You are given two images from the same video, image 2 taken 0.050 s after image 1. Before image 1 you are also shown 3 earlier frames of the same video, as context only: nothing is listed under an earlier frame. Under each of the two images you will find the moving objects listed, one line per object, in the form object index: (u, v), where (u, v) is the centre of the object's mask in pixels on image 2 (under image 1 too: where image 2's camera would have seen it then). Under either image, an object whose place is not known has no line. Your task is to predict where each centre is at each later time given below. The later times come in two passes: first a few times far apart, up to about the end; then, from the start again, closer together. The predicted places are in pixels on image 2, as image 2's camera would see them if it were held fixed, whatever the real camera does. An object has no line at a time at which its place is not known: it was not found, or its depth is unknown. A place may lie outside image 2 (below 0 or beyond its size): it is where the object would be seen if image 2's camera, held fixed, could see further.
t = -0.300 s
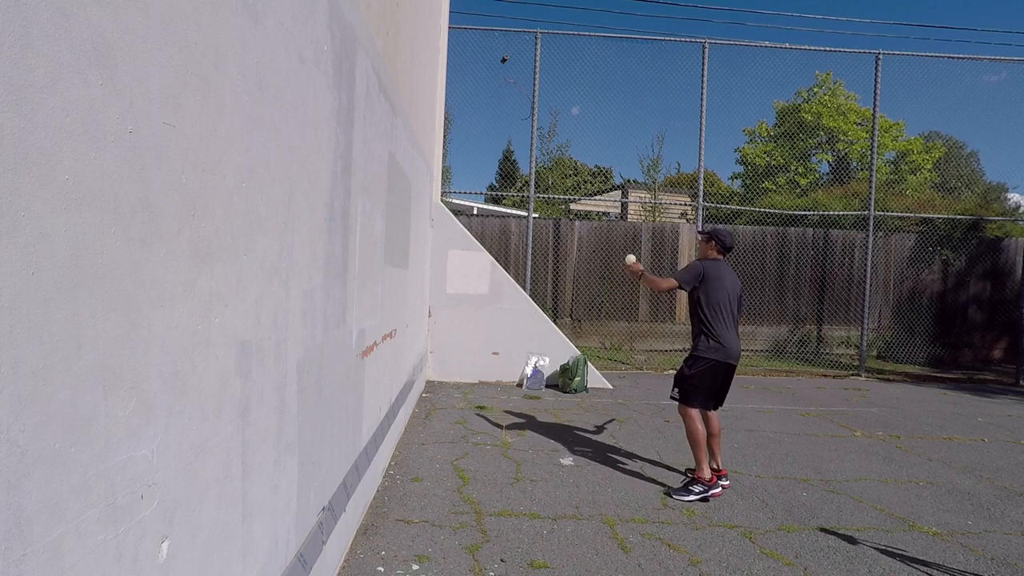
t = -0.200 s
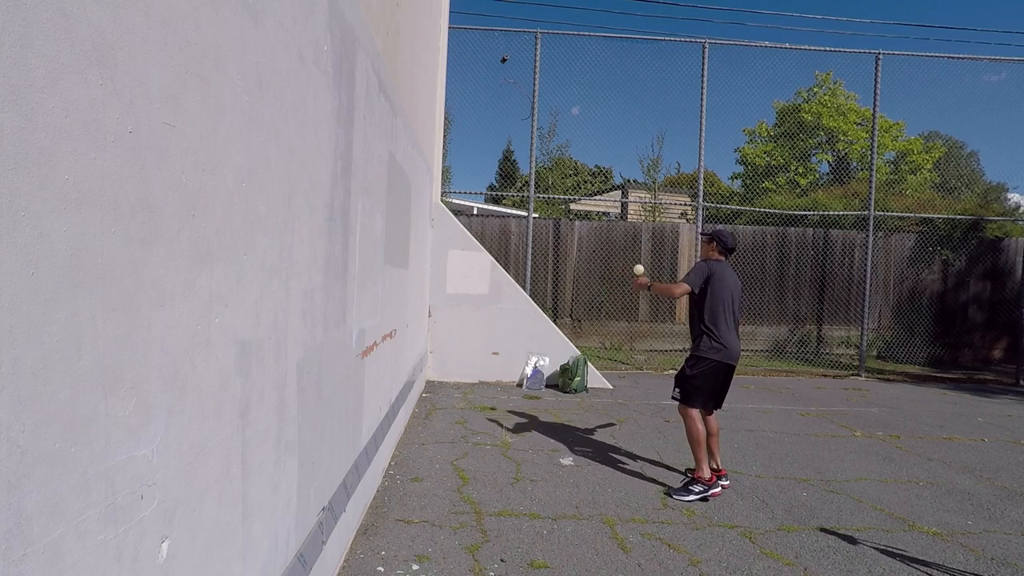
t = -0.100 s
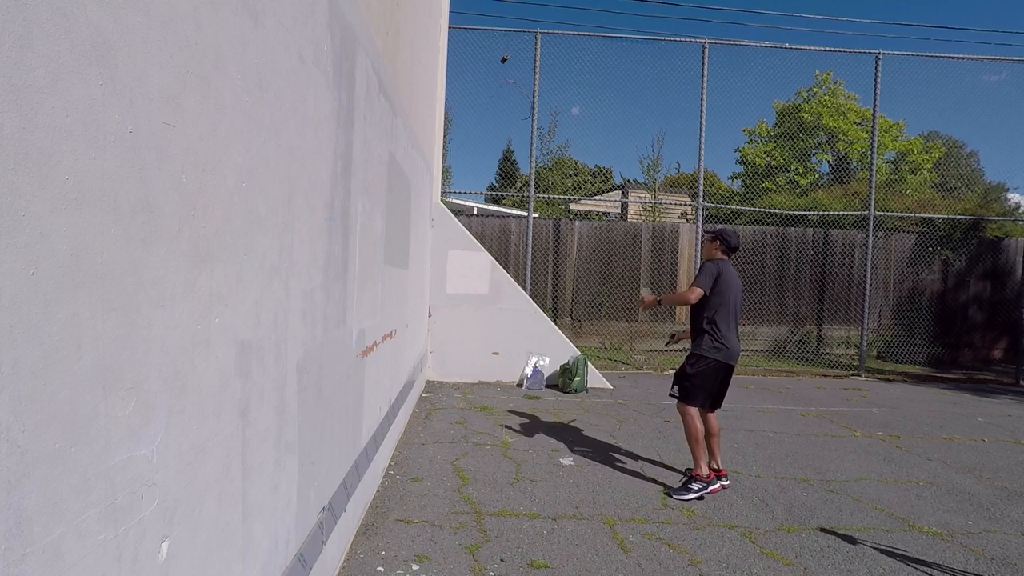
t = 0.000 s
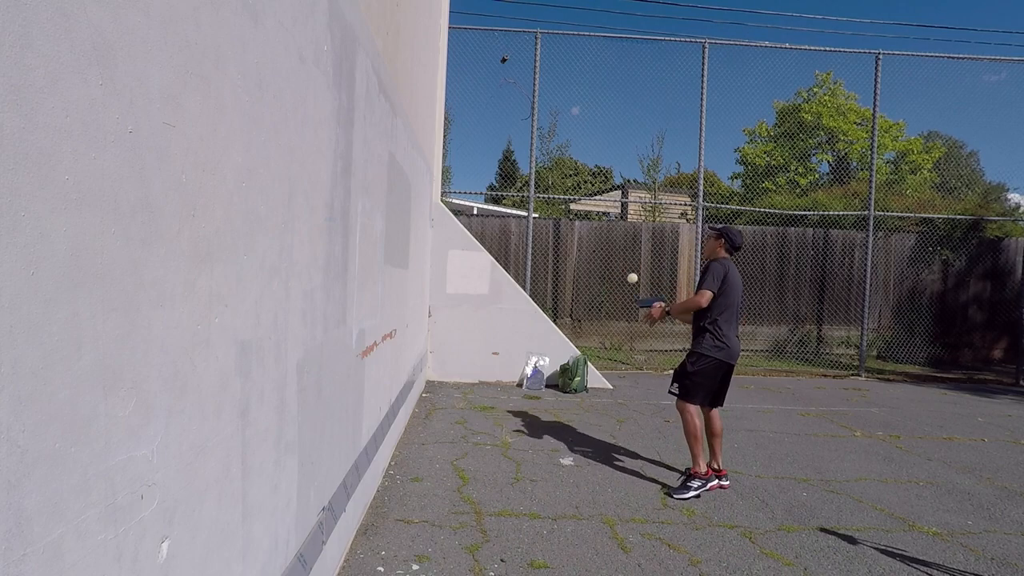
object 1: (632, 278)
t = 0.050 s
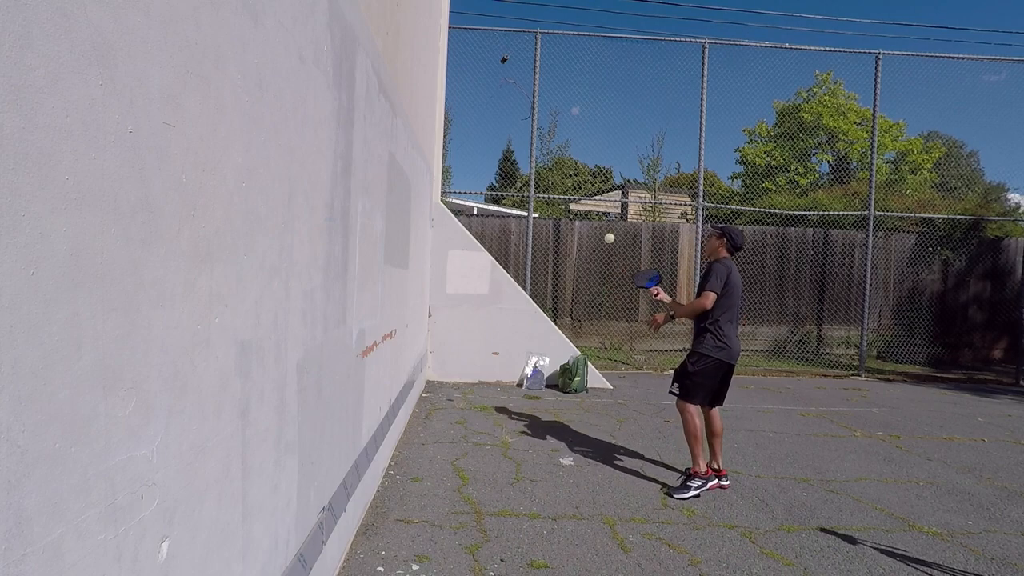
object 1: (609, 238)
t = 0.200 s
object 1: (540, 140)
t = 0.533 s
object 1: (437, 40)
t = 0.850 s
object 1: (535, 105)
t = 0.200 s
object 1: (540, 140)
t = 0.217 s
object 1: (532, 131)
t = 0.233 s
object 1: (524, 122)
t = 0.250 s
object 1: (517, 114)
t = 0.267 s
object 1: (509, 107)
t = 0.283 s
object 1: (502, 99)
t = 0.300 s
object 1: (494, 92)
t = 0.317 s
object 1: (487, 85)
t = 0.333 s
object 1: (479, 80)
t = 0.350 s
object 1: (472, 74)
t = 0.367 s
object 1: (464, 68)
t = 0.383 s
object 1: (457, 63)
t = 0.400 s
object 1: (450, 58)
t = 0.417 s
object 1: (442, 54)
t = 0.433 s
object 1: (435, 50)
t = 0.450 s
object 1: (427, 46)
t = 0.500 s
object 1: (427, 41)
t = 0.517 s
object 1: (432, 40)
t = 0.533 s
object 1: (437, 40)
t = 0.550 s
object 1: (443, 41)
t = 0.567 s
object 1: (448, 41)
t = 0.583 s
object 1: (454, 42)
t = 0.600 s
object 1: (459, 43)
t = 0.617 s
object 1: (464, 45)
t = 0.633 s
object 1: (469, 47)
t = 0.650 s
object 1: (475, 50)
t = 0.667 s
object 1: (480, 52)
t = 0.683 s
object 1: (485, 56)
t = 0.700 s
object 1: (490, 59)
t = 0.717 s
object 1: (495, 63)
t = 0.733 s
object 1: (500, 67)
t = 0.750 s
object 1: (505, 71)
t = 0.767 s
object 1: (511, 76)
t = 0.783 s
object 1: (516, 81)
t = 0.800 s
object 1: (521, 87)
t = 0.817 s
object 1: (526, 92)
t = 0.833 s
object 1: (530, 98)
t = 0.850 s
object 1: (535, 105)
